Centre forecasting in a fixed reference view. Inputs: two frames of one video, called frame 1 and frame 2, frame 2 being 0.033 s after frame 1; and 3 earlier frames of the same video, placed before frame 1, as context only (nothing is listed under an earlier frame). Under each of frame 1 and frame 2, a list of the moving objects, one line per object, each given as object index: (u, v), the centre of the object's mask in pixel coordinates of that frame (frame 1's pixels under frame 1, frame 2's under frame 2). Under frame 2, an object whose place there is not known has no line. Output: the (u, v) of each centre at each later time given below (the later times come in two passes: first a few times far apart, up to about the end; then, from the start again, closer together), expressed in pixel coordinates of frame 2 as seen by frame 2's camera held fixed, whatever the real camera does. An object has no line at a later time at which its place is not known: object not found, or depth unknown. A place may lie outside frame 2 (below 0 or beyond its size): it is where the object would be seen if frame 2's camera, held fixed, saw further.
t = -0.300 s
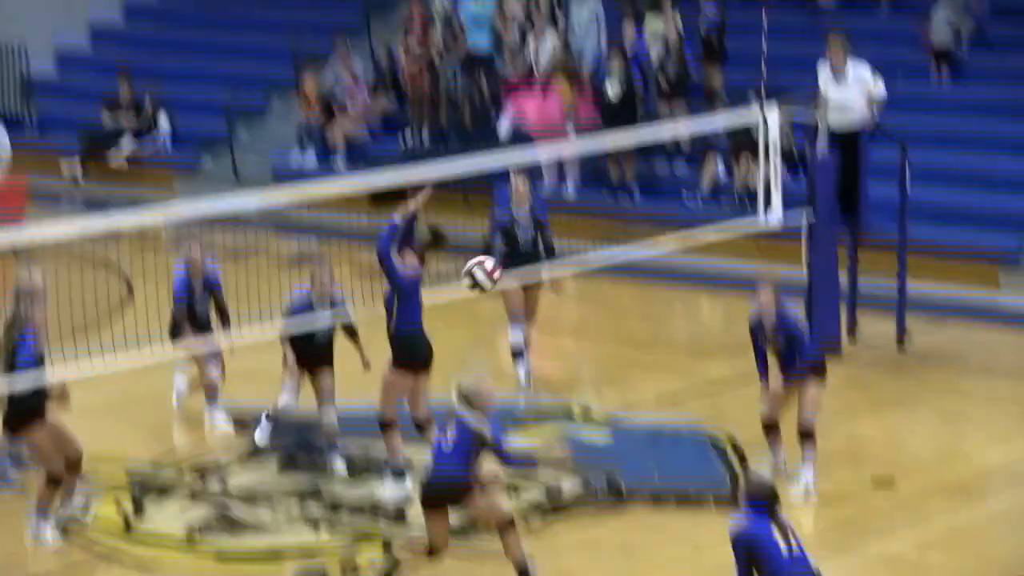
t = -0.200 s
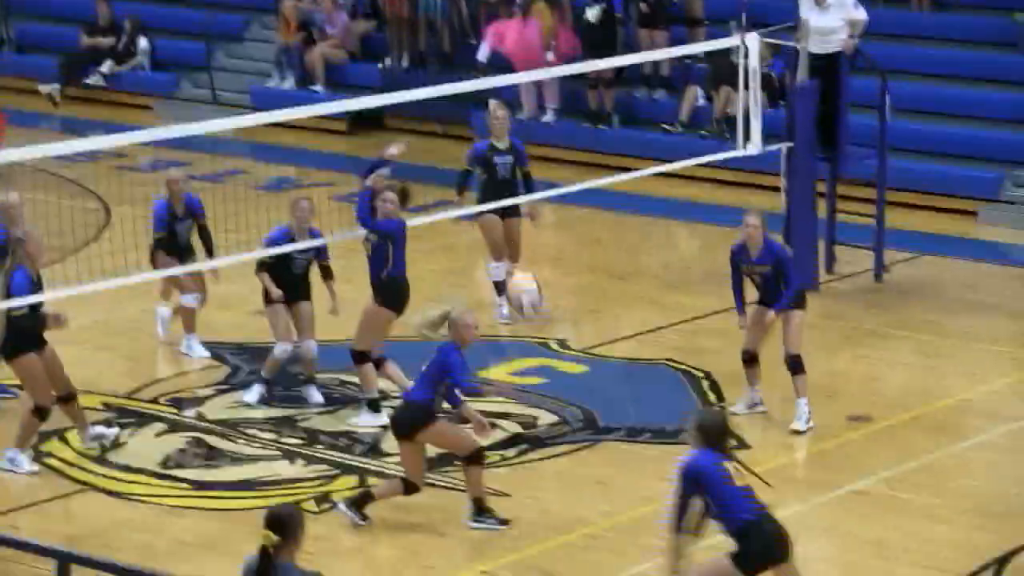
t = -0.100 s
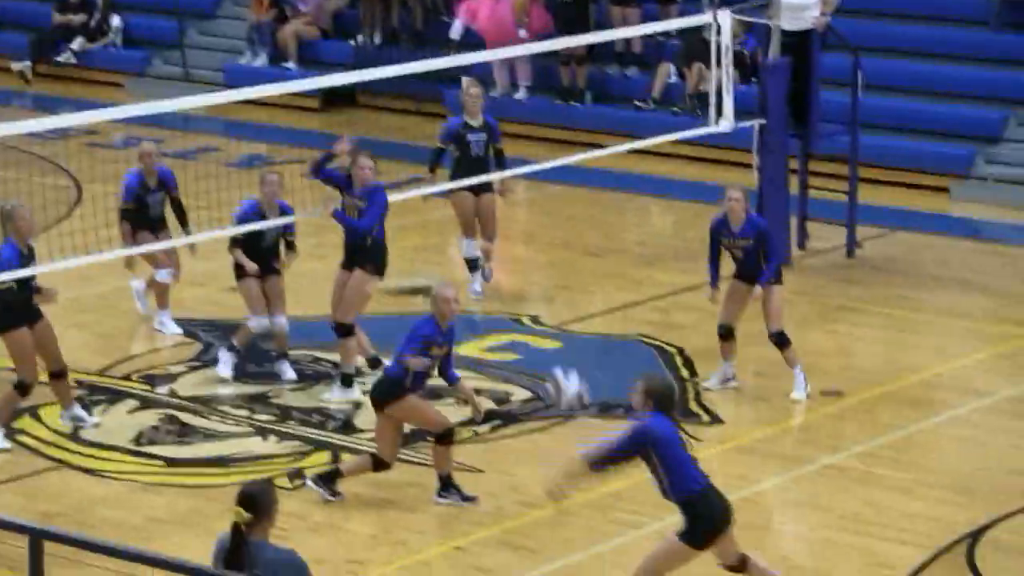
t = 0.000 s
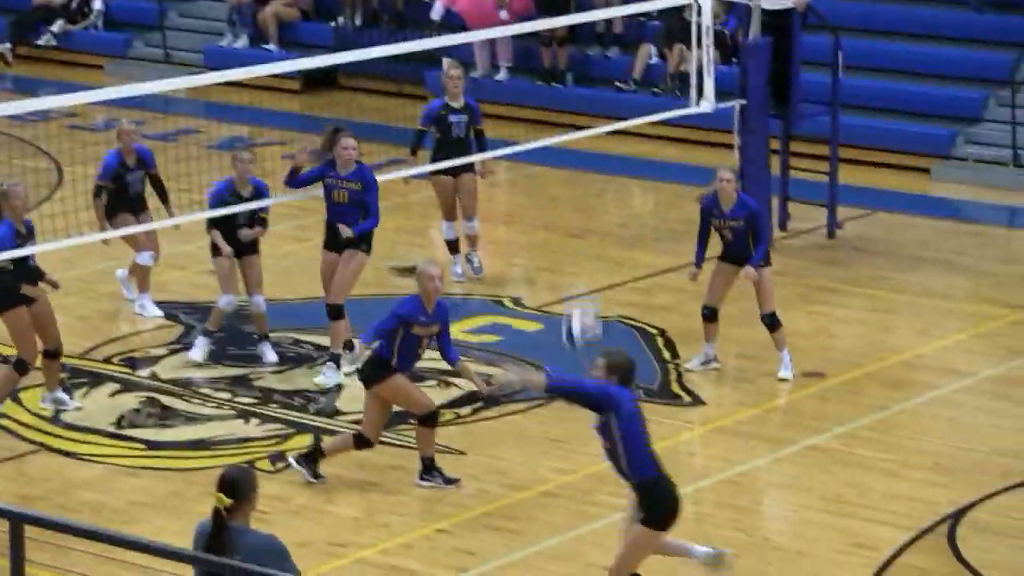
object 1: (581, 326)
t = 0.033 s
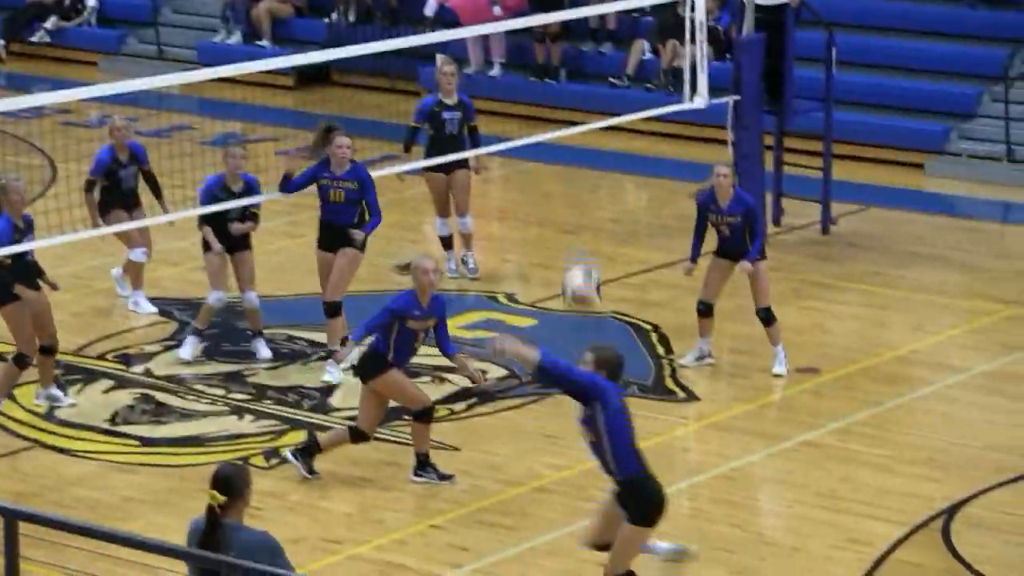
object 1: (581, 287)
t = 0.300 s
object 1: (619, 94)
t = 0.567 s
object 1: (656, 34)
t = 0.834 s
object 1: (687, 99)
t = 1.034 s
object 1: (705, 220)
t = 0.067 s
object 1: (586, 255)
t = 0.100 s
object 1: (594, 223)
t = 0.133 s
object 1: (596, 196)
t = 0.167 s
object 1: (601, 170)
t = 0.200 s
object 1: (605, 149)
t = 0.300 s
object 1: (619, 94)
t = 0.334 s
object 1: (625, 79)
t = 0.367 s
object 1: (629, 68)
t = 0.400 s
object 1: (633, 56)
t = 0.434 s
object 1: (638, 49)
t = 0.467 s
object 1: (642, 41)
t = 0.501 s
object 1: (646, 35)
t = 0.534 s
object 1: (654, 32)
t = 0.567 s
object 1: (656, 34)
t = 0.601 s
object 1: (660, 36)
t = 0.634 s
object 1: (663, 40)
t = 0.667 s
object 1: (667, 45)
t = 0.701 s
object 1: (671, 52)
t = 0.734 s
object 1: (676, 60)
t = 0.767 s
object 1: (680, 72)
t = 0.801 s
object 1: (682, 84)
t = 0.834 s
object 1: (687, 99)
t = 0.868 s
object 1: (692, 114)
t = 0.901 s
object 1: (694, 132)
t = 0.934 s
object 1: (697, 155)
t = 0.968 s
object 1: (699, 173)
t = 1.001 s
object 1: (703, 195)
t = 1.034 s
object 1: (705, 220)
